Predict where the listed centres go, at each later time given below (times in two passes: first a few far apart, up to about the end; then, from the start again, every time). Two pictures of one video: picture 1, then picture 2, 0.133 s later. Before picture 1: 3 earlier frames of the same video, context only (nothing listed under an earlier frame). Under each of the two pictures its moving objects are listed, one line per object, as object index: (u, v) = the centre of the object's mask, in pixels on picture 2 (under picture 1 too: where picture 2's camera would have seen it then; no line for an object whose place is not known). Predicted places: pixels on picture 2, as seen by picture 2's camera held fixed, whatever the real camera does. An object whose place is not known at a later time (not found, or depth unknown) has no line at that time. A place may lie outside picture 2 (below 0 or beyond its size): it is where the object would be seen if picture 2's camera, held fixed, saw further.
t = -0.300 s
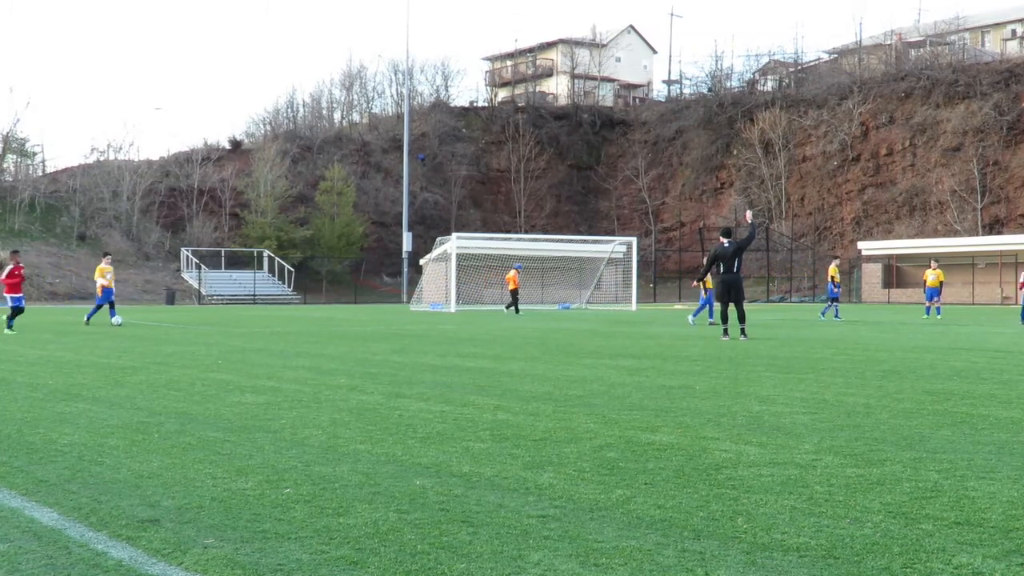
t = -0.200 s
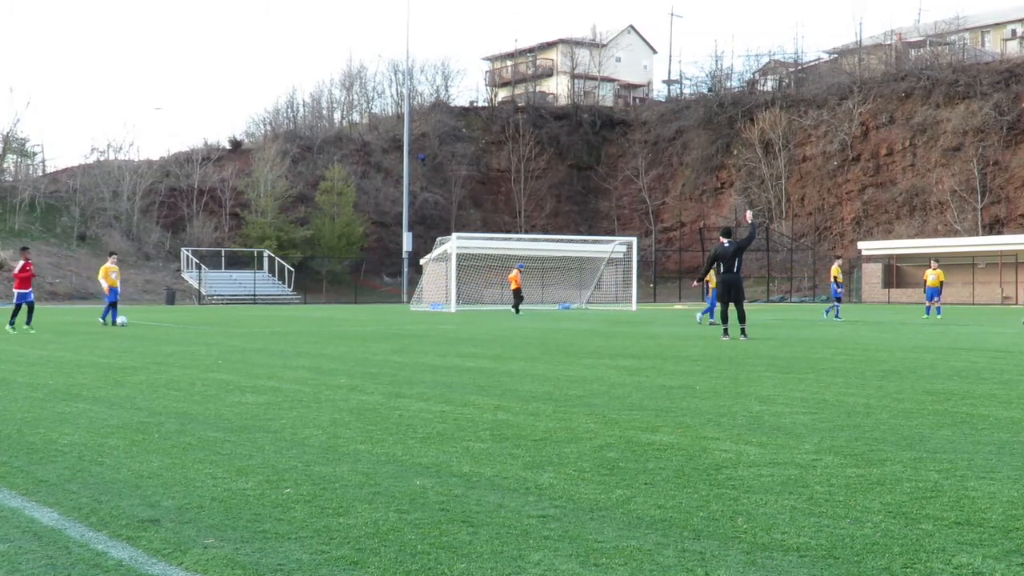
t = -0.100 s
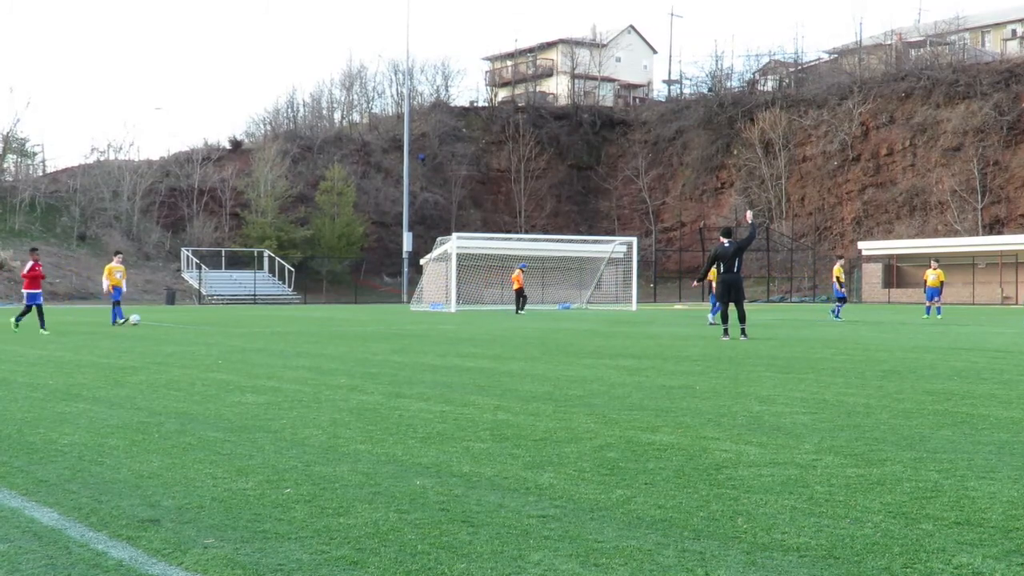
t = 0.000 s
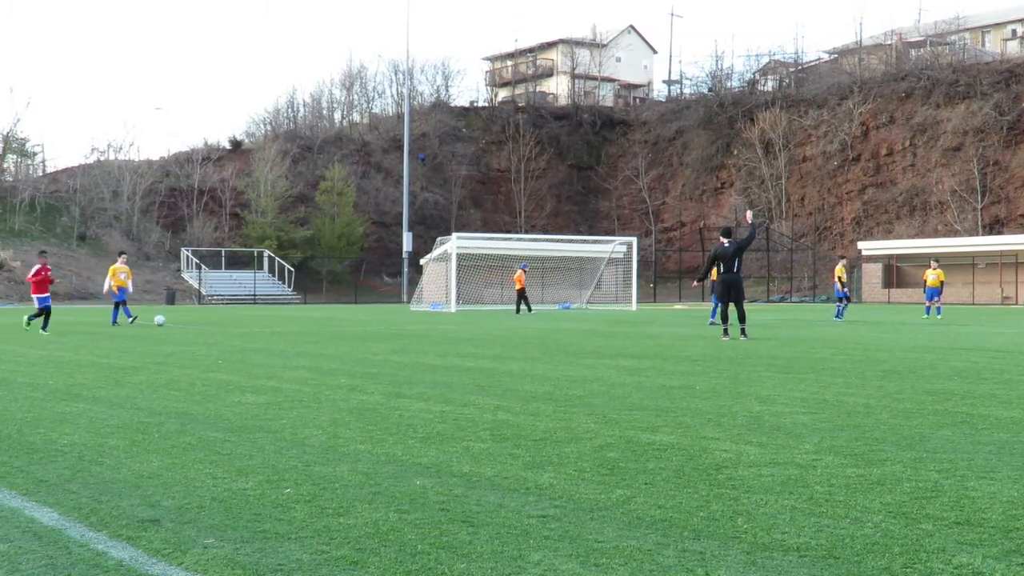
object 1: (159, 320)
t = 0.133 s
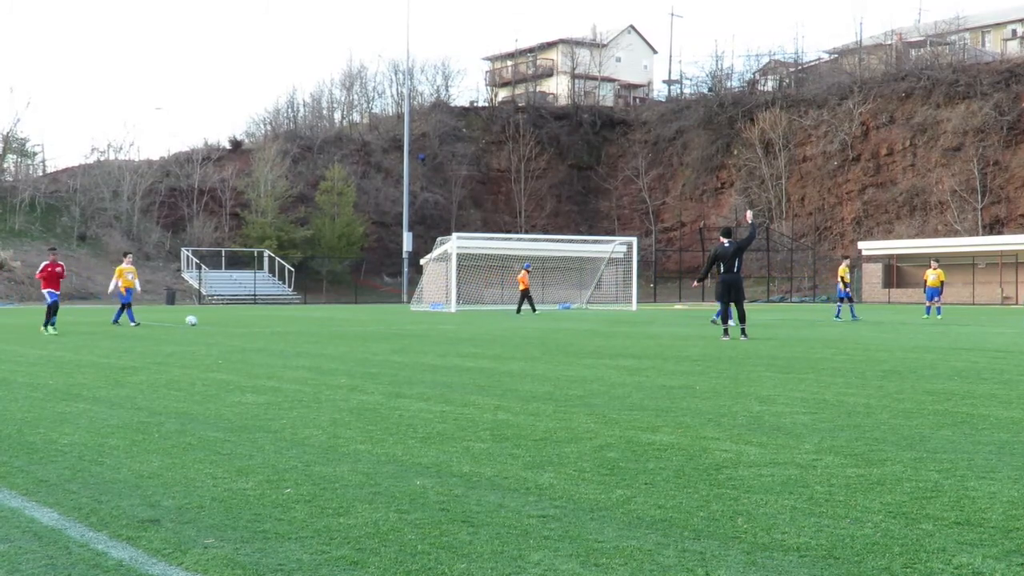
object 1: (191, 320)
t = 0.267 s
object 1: (219, 322)
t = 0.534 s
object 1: (267, 323)
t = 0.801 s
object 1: (311, 325)
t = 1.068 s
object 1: (355, 325)
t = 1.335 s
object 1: (397, 326)
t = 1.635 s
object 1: (444, 327)
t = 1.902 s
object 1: (485, 328)
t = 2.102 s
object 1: (517, 329)
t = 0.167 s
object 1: (198, 321)
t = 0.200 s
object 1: (206, 322)
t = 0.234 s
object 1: (213, 322)
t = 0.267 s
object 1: (219, 322)
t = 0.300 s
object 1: (225, 321)
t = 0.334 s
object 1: (232, 322)
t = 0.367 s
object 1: (239, 323)
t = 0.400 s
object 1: (245, 323)
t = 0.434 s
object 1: (251, 323)
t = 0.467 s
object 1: (256, 323)
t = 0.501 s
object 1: (261, 323)
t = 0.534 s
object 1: (267, 323)
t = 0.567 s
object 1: (273, 323)
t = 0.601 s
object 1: (278, 323)
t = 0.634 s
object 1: (284, 323)
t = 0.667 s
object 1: (289, 324)
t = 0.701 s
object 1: (295, 324)
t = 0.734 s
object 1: (301, 324)
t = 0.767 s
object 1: (306, 324)
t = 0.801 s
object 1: (311, 325)
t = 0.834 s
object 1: (317, 325)
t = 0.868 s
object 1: (322, 325)
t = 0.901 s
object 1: (328, 325)
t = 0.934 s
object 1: (333, 325)
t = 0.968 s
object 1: (338, 325)
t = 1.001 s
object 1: (344, 325)
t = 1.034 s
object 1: (349, 325)
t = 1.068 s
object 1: (355, 325)
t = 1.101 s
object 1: (360, 325)
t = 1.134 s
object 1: (365, 325)
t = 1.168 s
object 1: (370, 325)
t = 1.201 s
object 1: (376, 326)
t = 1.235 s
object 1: (381, 326)
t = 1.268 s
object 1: (387, 326)
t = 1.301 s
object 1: (392, 326)
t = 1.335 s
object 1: (397, 326)
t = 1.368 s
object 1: (402, 326)
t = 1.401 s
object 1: (408, 326)
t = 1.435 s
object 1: (413, 327)
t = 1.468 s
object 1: (418, 326)
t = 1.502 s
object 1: (423, 326)
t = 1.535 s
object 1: (428, 326)
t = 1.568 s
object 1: (434, 327)
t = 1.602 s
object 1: (439, 327)
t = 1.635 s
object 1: (444, 327)
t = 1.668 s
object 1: (449, 327)
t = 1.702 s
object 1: (454, 328)
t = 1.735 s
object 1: (460, 327)
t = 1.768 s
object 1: (465, 328)
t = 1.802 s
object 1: (470, 328)
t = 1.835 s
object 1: (476, 328)
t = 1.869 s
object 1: (480, 328)
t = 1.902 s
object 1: (485, 328)
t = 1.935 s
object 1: (491, 328)
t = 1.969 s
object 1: (496, 328)
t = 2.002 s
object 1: (501, 329)
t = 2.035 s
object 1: (506, 329)
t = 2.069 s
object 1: (512, 329)
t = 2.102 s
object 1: (517, 329)
